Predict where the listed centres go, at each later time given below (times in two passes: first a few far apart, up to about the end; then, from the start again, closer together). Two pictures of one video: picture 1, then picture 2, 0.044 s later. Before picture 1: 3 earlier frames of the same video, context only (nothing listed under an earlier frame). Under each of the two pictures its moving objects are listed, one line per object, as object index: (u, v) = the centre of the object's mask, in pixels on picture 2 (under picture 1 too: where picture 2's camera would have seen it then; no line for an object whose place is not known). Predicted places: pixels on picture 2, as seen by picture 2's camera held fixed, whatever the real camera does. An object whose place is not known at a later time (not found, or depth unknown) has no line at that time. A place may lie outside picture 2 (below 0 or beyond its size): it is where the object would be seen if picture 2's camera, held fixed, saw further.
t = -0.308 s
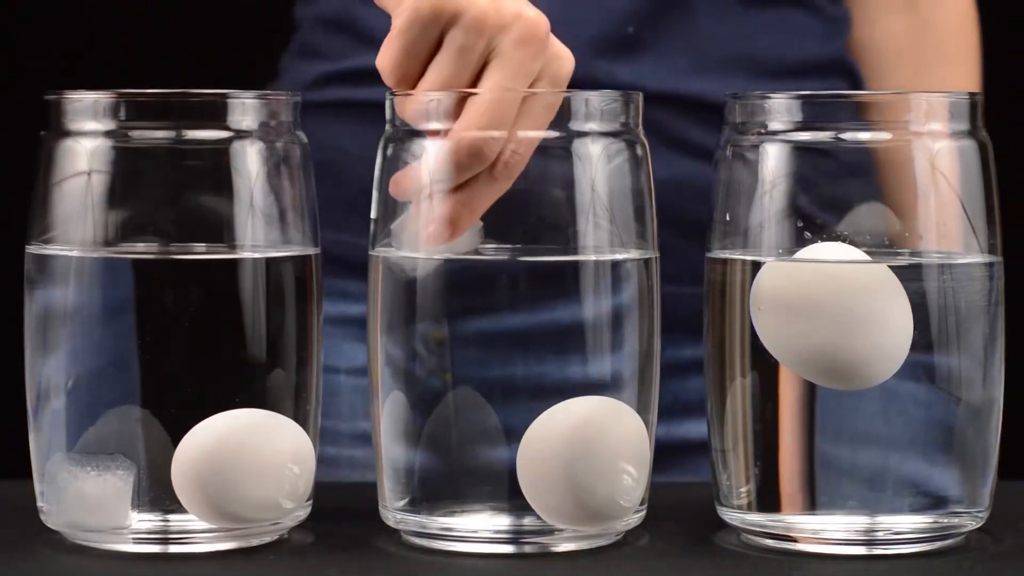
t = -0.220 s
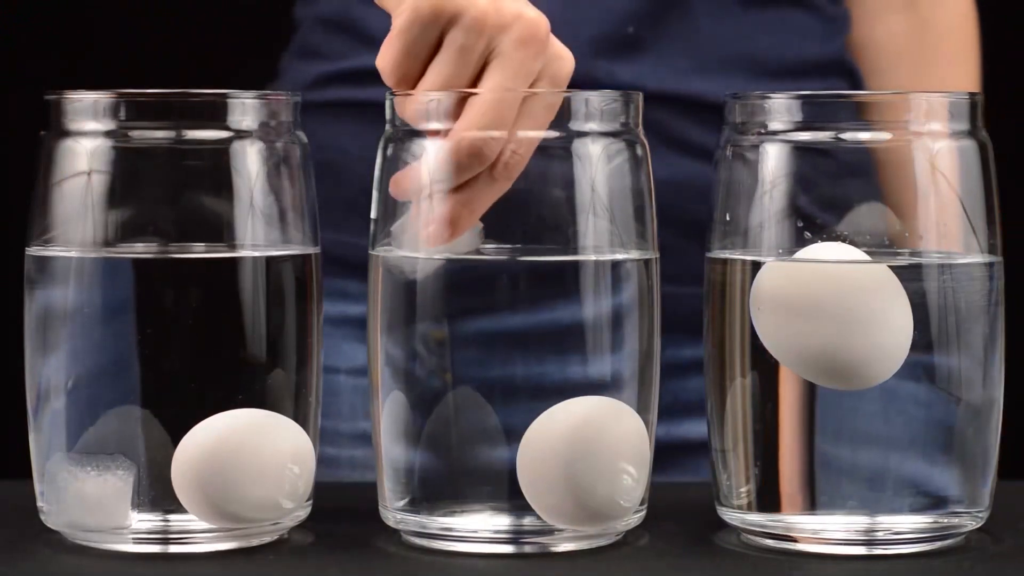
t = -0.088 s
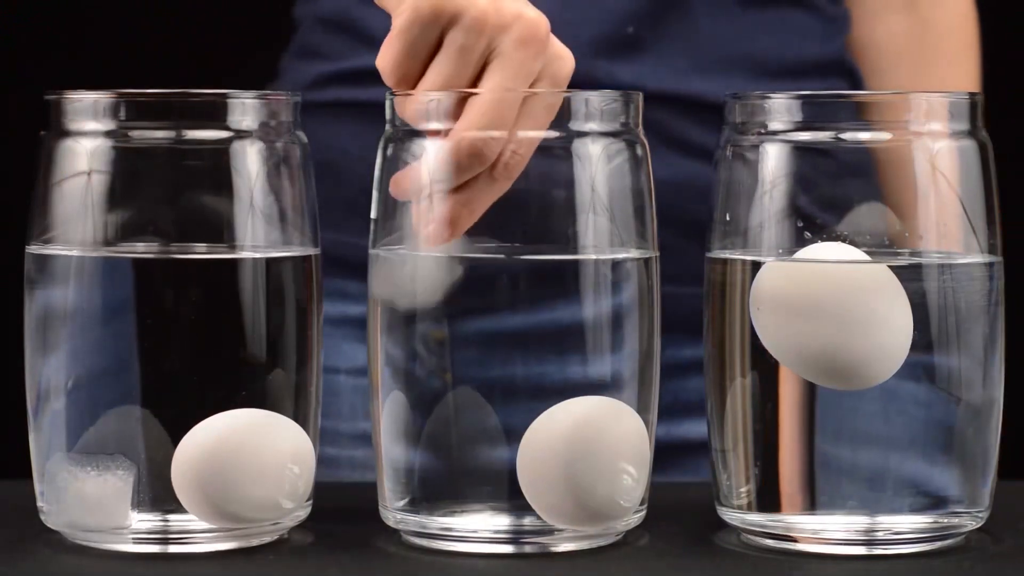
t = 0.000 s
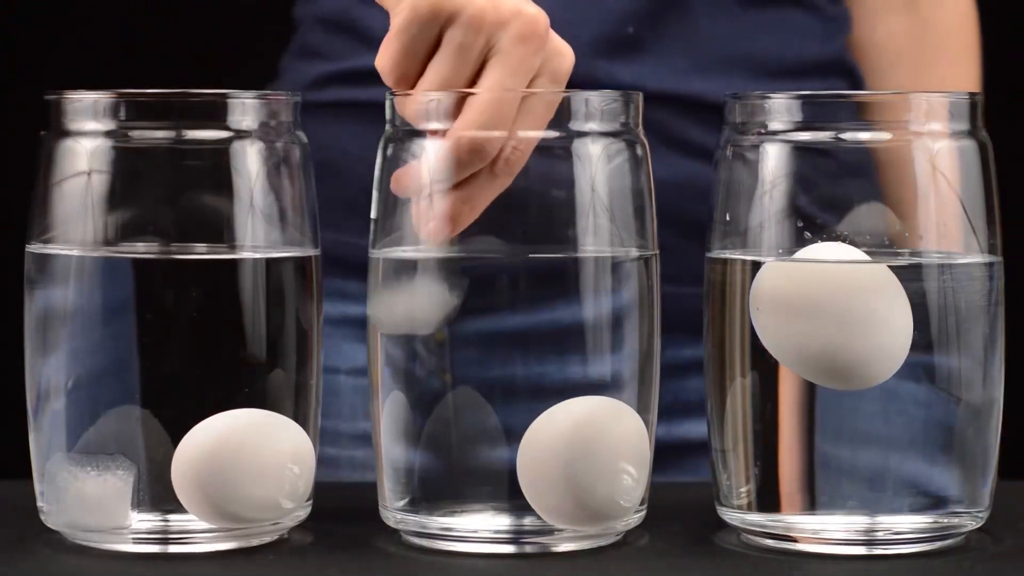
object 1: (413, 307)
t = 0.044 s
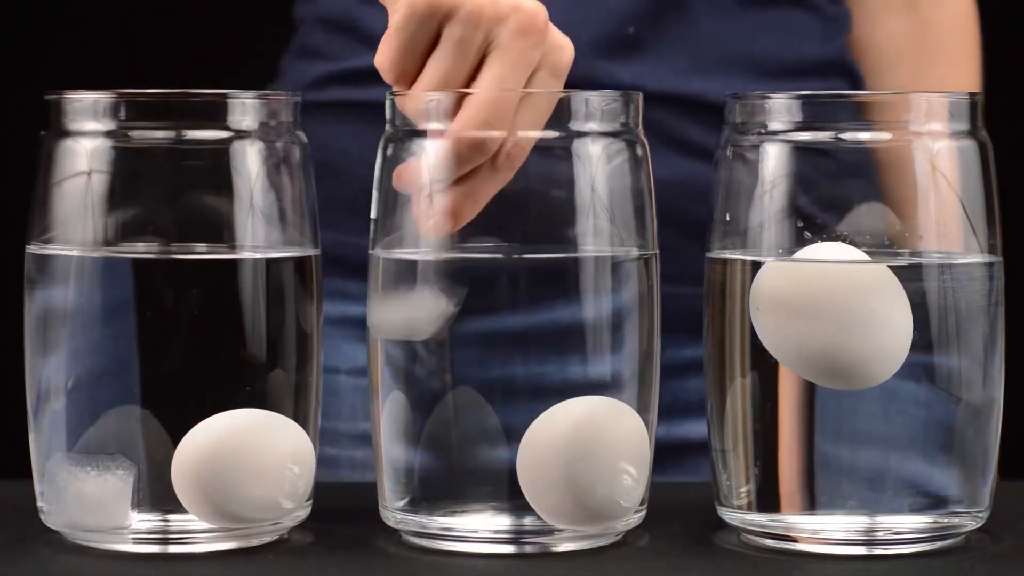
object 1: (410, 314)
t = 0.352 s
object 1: (404, 291)
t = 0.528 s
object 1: (403, 274)
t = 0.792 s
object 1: (415, 274)
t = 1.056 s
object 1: (431, 275)
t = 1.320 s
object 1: (447, 273)
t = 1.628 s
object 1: (466, 274)
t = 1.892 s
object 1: (481, 275)
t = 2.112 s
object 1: (490, 276)
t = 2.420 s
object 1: (498, 276)
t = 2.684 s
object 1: (506, 275)
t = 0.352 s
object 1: (404, 291)
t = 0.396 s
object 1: (404, 287)
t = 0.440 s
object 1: (405, 282)
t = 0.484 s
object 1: (404, 278)
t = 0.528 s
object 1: (403, 274)
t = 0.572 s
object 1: (403, 272)
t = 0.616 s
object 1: (402, 272)
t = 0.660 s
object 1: (407, 275)
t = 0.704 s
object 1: (410, 276)
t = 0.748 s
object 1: (412, 275)
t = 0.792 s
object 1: (415, 274)
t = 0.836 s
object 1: (416, 273)
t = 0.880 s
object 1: (417, 272)
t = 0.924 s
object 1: (418, 272)
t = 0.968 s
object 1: (421, 272)
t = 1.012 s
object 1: (426, 273)
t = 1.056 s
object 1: (431, 275)
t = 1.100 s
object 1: (434, 275)
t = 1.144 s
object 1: (436, 274)
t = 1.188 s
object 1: (438, 273)
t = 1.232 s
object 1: (439, 272)
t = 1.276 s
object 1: (441, 273)
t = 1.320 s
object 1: (447, 273)
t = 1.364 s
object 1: (453, 273)
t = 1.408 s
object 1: (457, 275)
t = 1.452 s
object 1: (460, 276)
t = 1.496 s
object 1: (462, 276)
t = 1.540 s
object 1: (463, 274)
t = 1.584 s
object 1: (464, 274)
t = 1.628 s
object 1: (466, 274)
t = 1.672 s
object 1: (469, 275)
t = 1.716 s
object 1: (472, 275)
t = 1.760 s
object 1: (474, 276)
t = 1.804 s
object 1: (478, 276)
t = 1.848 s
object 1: (479, 276)
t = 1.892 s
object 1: (481, 275)
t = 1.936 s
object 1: (481, 275)
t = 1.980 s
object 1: (484, 275)
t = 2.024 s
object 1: (485, 274)
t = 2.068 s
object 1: (487, 276)
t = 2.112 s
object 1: (490, 276)
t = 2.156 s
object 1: (492, 276)
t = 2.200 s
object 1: (493, 276)
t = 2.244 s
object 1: (493, 275)
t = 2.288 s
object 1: (493, 276)
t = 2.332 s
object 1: (493, 276)
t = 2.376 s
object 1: (495, 276)
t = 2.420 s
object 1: (498, 276)
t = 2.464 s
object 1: (501, 276)
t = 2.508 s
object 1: (504, 276)
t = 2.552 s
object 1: (506, 276)
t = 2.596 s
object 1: (506, 276)
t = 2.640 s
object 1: (506, 275)
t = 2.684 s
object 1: (506, 275)
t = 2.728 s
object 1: (508, 275)
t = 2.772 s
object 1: (510, 276)
